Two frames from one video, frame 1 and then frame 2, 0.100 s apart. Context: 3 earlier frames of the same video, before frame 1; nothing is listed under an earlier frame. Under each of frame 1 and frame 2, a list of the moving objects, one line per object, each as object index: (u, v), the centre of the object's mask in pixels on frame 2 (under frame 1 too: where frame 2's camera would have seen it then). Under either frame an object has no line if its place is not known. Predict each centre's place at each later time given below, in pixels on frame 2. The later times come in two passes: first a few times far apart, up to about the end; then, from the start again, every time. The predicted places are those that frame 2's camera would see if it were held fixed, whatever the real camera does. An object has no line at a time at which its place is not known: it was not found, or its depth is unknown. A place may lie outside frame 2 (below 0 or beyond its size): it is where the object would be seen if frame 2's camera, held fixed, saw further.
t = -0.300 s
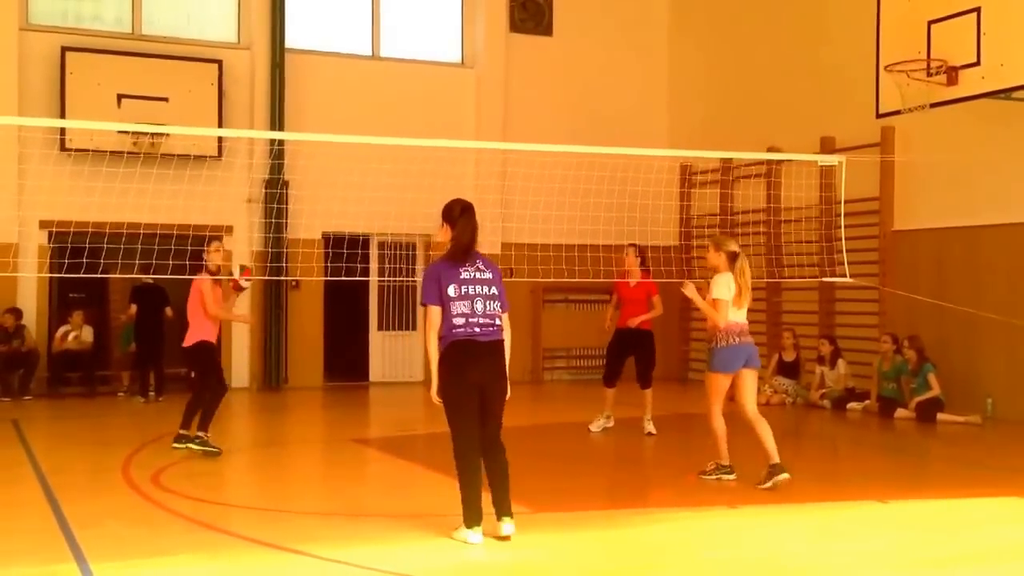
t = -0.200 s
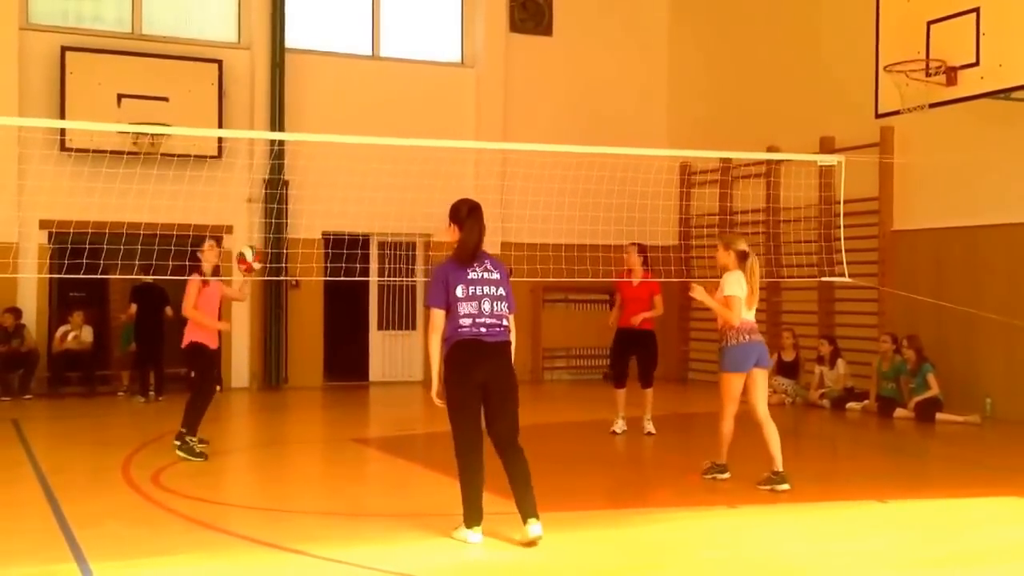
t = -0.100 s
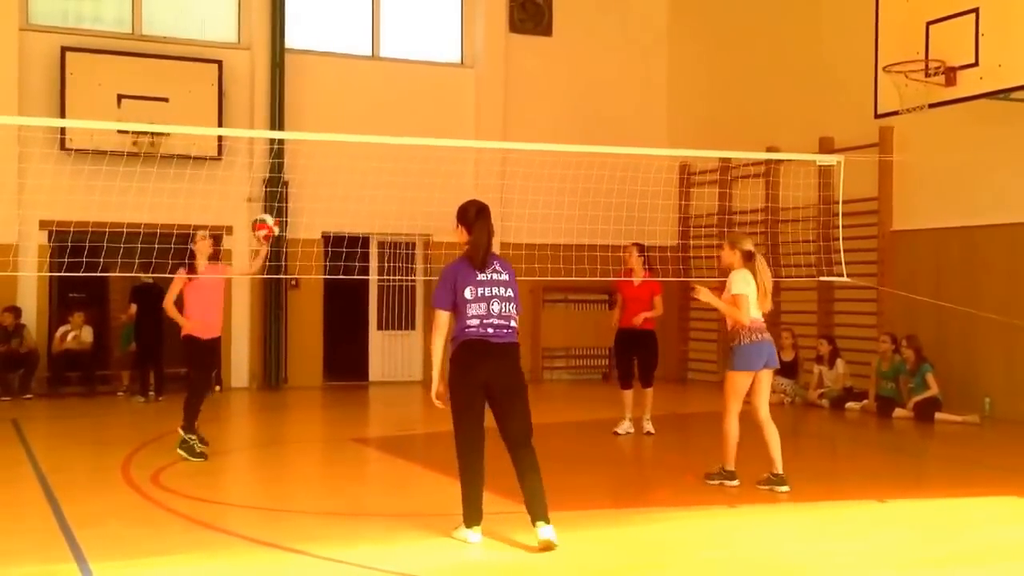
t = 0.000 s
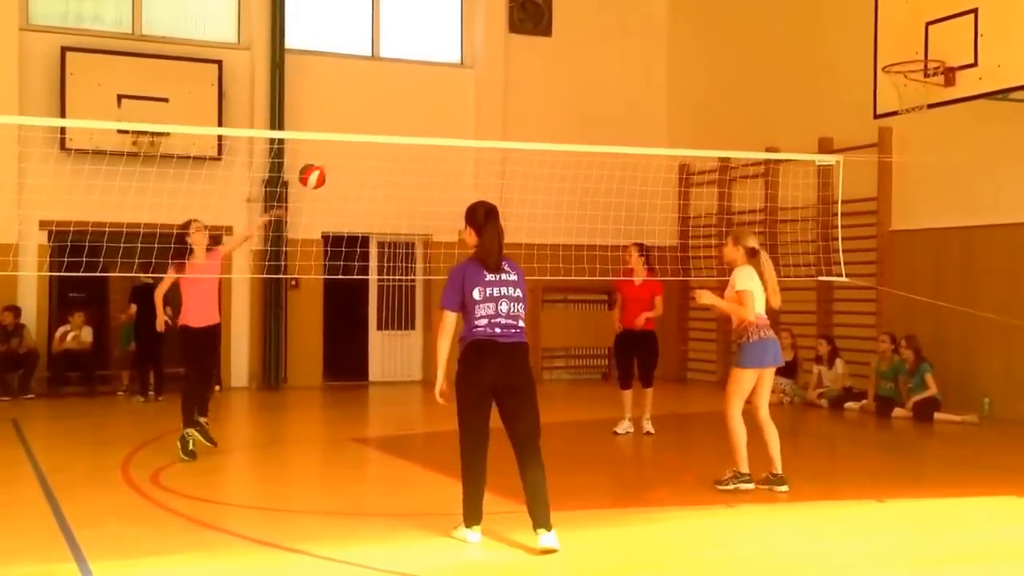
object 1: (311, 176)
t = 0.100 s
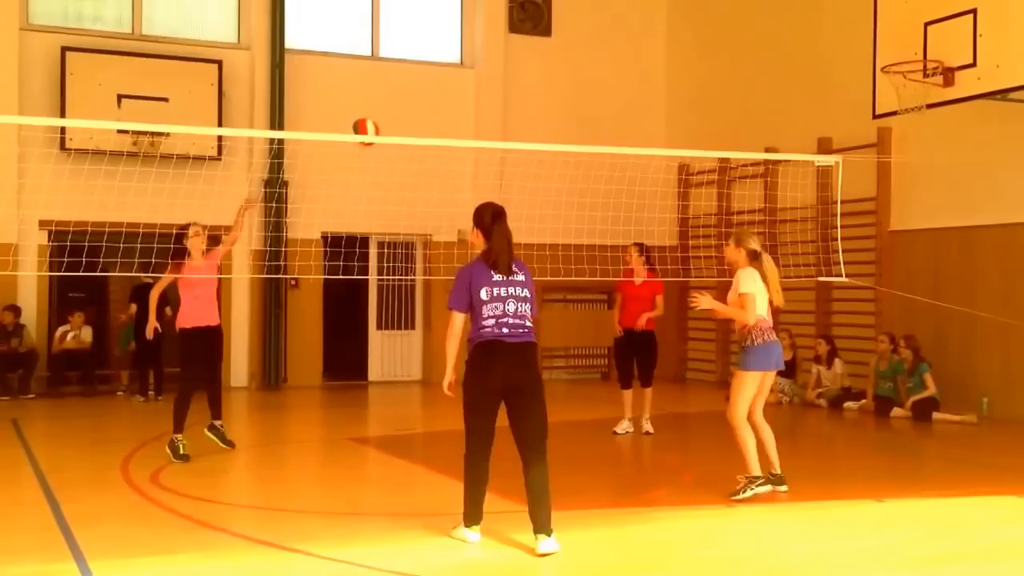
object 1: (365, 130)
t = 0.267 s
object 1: (456, 87)
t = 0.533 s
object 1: (622, 92)
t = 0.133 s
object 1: (382, 120)
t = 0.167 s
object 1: (400, 110)
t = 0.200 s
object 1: (419, 101)
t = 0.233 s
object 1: (437, 93)
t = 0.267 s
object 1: (456, 87)
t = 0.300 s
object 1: (476, 81)
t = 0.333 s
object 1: (496, 78)
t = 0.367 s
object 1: (516, 76)
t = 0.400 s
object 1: (536, 75)
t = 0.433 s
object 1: (557, 76)
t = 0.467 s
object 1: (578, 80)
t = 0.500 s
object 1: (599, 85)
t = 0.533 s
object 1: (622, 92)
